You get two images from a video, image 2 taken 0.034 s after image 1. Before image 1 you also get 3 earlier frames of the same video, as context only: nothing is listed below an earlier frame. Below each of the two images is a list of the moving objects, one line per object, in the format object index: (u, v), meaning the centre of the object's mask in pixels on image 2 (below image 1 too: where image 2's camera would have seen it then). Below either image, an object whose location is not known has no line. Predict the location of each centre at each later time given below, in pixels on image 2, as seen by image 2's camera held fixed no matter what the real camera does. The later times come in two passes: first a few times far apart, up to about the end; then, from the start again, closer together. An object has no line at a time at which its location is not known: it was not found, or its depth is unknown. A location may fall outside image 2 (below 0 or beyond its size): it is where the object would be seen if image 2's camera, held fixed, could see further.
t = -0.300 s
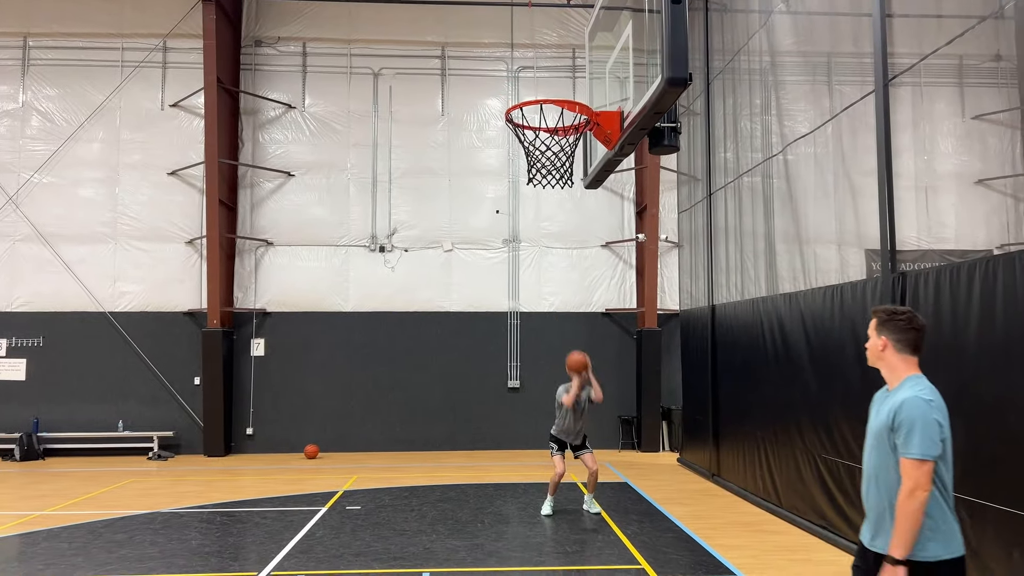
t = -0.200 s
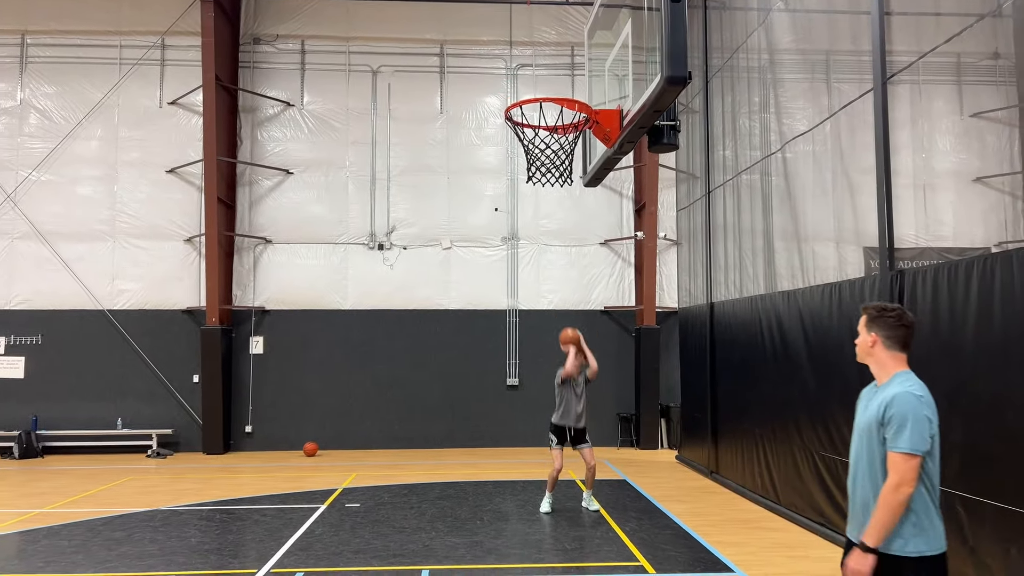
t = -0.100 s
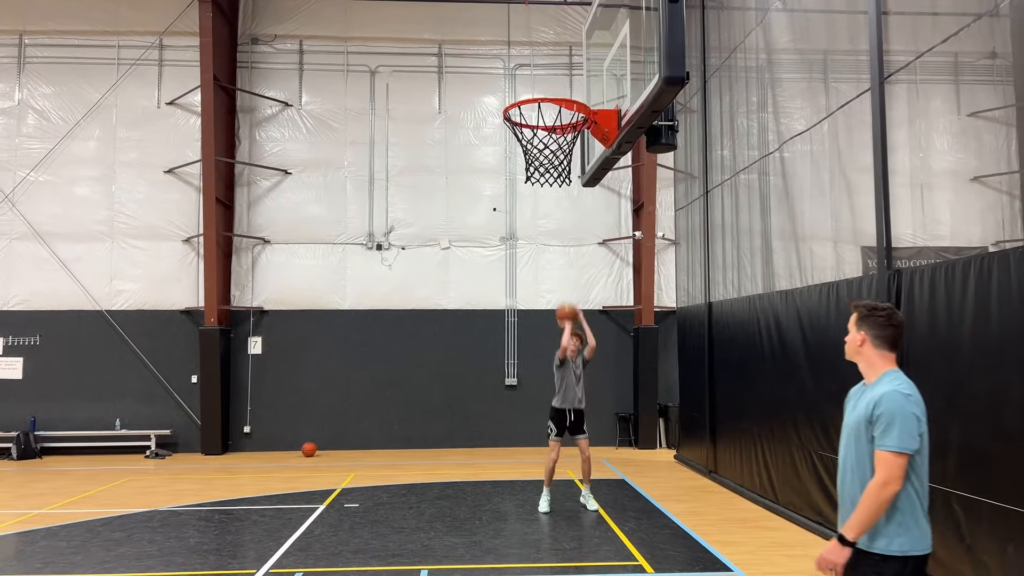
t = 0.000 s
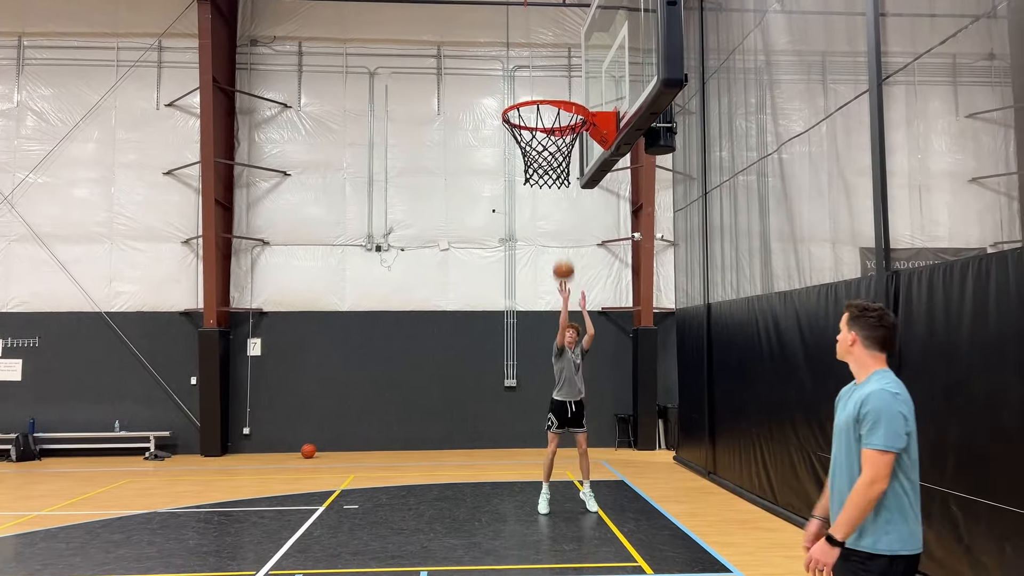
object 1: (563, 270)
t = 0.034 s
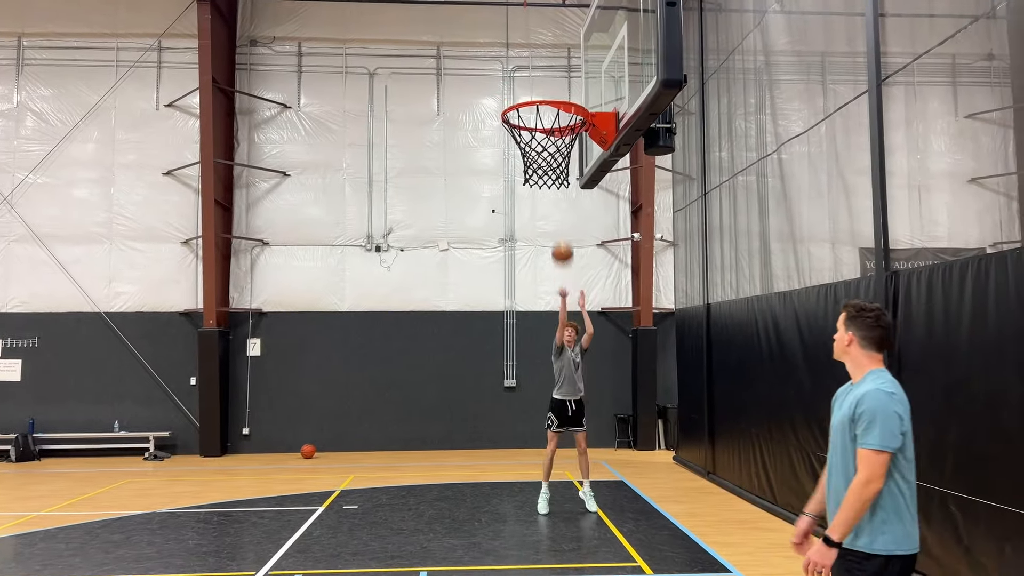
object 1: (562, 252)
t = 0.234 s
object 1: (557, 159)
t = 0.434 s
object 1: (553, 84)
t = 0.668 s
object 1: (544, 39)
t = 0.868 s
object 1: (533, 54)
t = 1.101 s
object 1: (559, 157)
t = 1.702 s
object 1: (522, 315)
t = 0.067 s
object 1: (561, 235)
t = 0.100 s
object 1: (561, 218)
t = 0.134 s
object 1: (560, 202)
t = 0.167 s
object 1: (559, 190)
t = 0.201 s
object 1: (559, 175)
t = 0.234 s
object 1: (557, 159)
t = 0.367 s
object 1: (553, 102)
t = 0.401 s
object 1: (554, 92)
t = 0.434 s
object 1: (553, 84)
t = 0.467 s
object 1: (551, 74)
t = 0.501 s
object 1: (551, 66)
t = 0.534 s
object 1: (549, 58)
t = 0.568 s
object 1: (548, 51)
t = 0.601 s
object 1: (547, 47)
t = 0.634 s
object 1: (545, 42)
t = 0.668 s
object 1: (544, 39)
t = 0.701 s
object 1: (542, 38)
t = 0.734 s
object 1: (541, 38)
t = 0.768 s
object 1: (539, 39)
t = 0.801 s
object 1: (537, 42)
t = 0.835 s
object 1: (535, 48)
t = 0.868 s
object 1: (533, 54)
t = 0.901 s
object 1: (530, 63)
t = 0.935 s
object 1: (528, 74)
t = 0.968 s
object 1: (526, 87)
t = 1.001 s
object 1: (523, 103)
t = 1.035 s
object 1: (529, 124)
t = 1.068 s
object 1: (545, 143)
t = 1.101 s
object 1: (559, 157)
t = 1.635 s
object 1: (526, 266)
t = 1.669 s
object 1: (524, 288)
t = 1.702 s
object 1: (522, 315)
